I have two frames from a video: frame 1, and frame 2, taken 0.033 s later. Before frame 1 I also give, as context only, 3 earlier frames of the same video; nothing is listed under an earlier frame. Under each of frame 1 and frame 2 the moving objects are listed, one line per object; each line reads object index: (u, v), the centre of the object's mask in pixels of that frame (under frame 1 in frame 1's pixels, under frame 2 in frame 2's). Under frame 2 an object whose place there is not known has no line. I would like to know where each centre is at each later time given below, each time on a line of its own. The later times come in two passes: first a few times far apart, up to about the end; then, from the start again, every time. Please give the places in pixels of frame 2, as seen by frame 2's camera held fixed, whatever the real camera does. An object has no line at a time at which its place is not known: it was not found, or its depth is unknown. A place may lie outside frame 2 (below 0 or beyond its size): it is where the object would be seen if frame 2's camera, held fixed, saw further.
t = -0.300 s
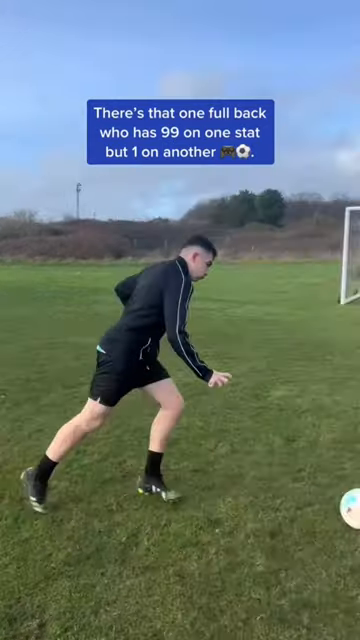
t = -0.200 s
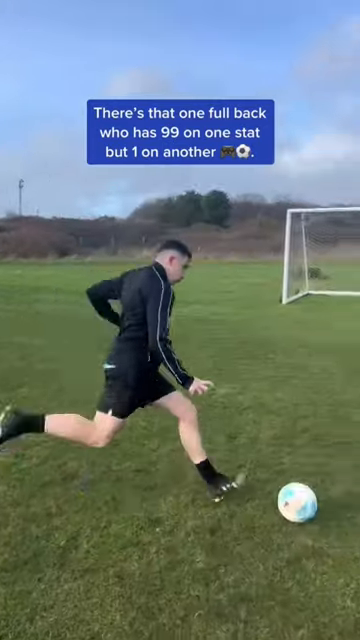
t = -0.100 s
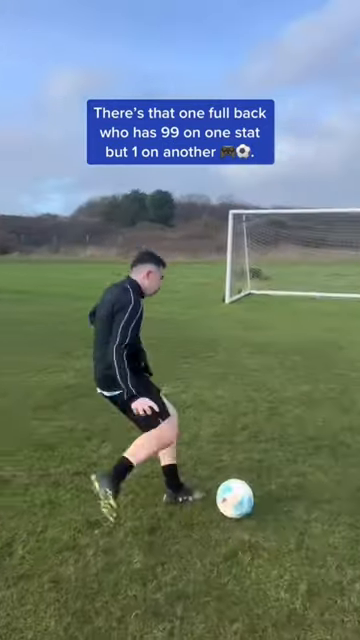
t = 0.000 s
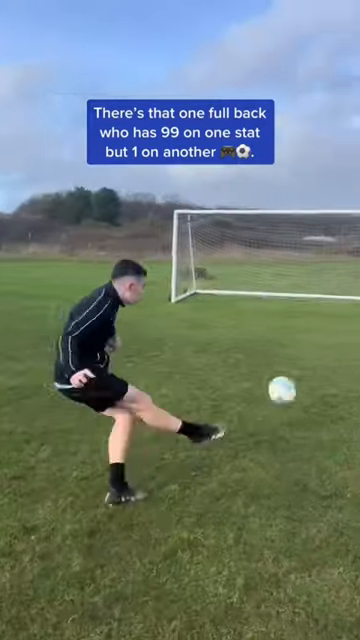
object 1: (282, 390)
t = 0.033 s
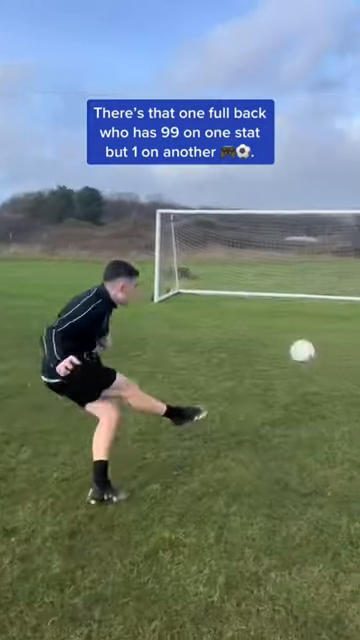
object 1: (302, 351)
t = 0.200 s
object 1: (402, 262)
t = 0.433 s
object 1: (450, 236)
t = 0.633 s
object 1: (442, 238)
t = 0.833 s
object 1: (415, 255)
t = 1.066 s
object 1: (384, 289)
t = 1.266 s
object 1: (368, 289)
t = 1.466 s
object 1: (358, 288)
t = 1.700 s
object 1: (355, 301)
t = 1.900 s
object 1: (354, 300)
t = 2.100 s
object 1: (355, 300)
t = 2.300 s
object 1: (355, 299)
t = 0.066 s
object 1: (331, 322)
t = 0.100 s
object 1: (354, 301)
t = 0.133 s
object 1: (374, 284)
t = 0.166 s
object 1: (389, 272)
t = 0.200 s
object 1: (402, 262)
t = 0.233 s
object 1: (413, 255)
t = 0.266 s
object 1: (422, 249)
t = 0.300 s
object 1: (429, 245)
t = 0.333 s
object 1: (436, 242)
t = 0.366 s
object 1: (441, 239)
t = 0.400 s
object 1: (447, 237)
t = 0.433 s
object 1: (450, 236)
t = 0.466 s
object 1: (454, 235)
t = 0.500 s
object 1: (457, 236)
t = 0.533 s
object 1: (457, 236)
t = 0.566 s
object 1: (454, 236)
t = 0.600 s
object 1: (445, 237)
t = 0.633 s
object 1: (442, 238)
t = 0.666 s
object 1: (438, 239)
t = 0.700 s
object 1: (434, 241)
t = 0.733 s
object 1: (429, 244)
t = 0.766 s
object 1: (424, 247)
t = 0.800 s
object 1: (419, 251)
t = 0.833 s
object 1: (415, 255)
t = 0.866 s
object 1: (410, 258)
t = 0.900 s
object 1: (405, 262)
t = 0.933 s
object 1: (401, 267)
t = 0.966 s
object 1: (397, 272)
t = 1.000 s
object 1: (393, 278)
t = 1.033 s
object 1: (388, 284)
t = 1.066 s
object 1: (384, 289)
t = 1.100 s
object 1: (381, 294)
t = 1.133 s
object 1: (377, 297)
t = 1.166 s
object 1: (374, 296)
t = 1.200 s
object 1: (372, 293)
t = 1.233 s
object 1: (370, 291)
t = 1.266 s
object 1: (368, 289)
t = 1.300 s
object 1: (367, 288)
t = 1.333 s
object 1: (363, 287)
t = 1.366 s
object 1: (362, 287)
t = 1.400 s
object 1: (361, 287)
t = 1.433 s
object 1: (359, 287)
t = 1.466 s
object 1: (358, 288)
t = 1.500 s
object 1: (358, 289)
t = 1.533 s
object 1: (356, 291)
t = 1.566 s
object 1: (356, 293)
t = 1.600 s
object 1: (356, 295)
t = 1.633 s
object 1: (355, 298)
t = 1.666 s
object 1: (355, 300)
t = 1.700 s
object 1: (355, 301)
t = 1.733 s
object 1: (355, 301)
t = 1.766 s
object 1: (355, 300)
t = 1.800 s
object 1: (355, 300)
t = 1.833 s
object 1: (354, 300)
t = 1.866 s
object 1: (354, 300)
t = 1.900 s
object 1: (354, 300)
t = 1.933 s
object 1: (354, 300)
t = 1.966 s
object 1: (354, 300)
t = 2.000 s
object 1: (355, 300)
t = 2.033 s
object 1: (355, 300)
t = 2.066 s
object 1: (355, 300)
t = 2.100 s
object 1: (355, 300)
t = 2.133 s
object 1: (355, 300)
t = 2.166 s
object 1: (355, 300)
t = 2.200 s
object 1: (355, 300)
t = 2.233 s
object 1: (355, 300)
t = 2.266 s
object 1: (355, 300)
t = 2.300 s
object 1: (355, 299)
